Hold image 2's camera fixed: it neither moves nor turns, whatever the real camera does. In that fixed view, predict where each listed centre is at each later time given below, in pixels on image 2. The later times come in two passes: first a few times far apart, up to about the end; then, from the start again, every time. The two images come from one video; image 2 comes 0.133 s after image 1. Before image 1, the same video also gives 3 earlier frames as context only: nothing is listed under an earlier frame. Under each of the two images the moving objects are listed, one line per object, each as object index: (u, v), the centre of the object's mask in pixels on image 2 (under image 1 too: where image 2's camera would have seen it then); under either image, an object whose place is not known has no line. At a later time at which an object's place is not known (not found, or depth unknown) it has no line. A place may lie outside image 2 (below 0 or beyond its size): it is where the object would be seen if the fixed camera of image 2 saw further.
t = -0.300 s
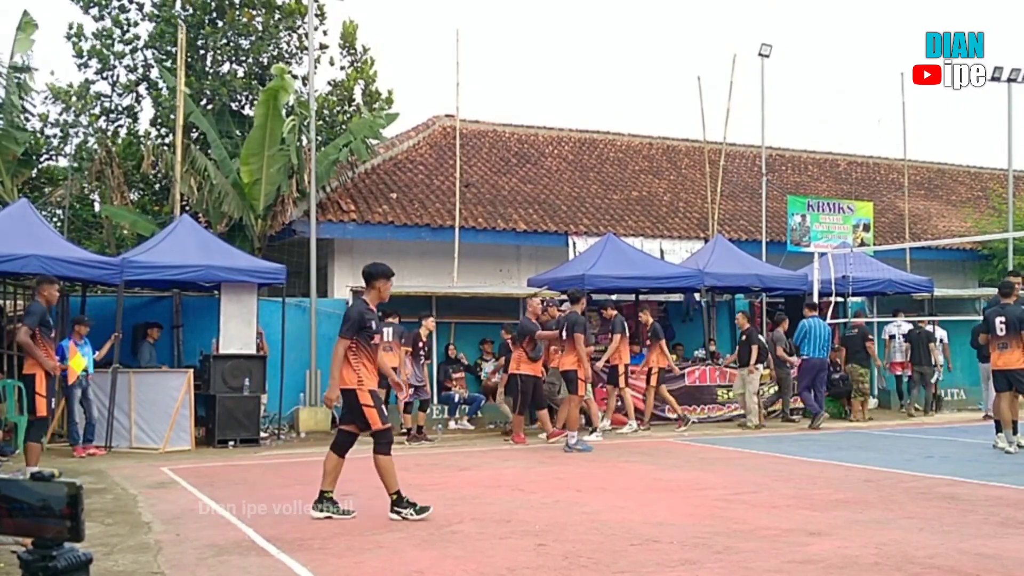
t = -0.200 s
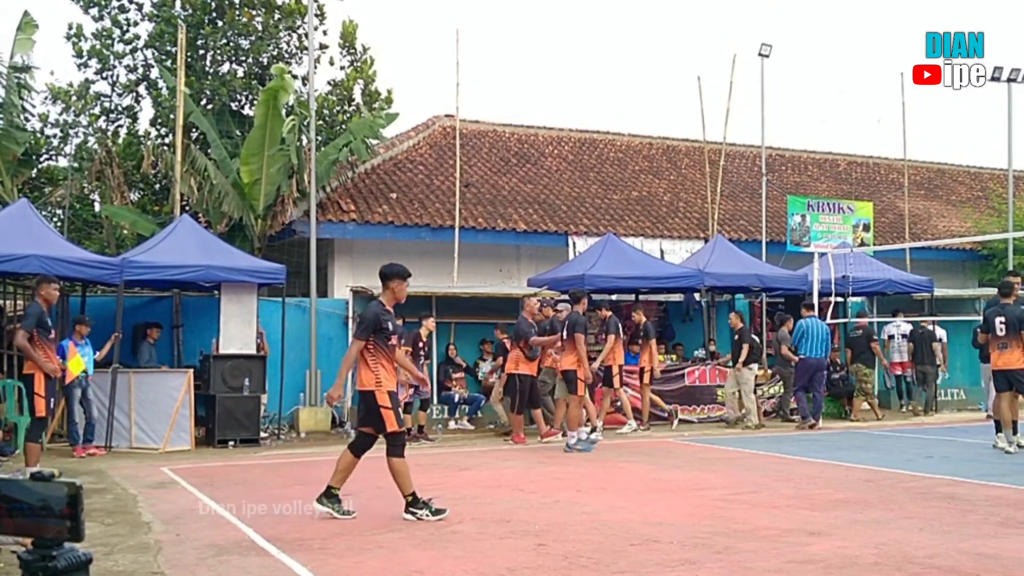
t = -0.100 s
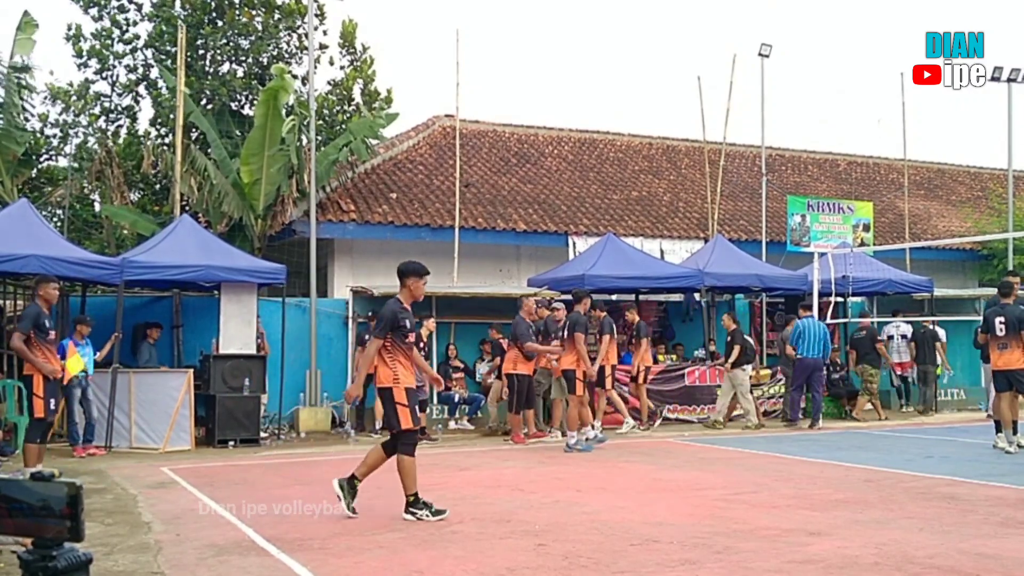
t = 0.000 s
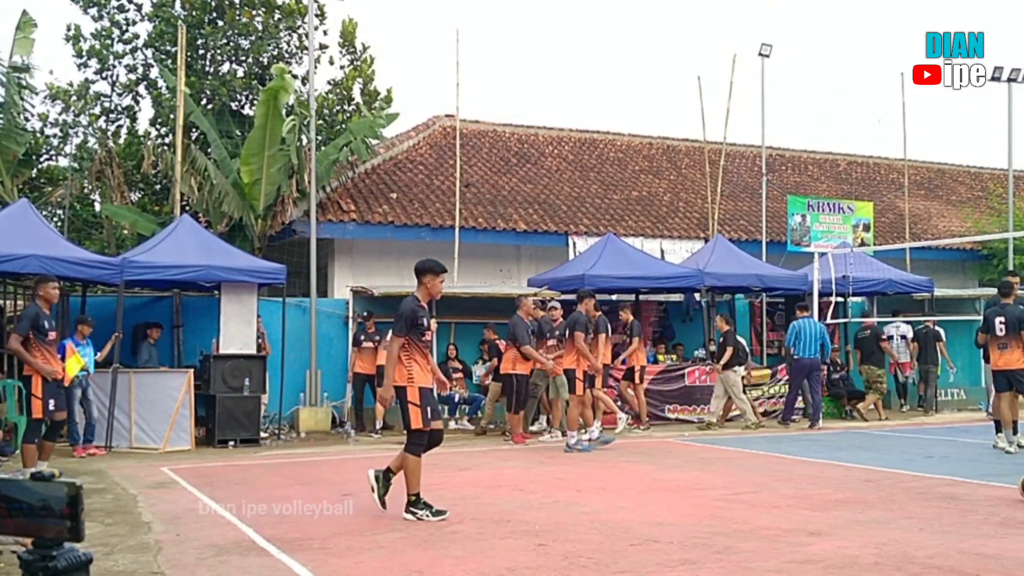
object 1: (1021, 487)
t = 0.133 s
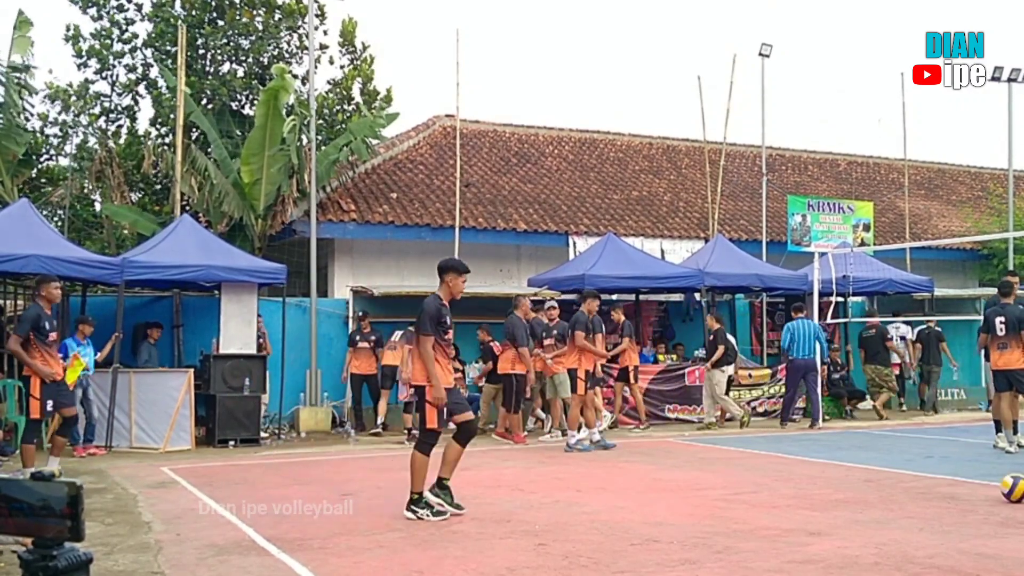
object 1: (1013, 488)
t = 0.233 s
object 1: (1001, 489)
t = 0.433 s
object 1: (974, 489)
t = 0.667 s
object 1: (943, 490)
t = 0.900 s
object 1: (913, 491)
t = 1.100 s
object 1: (887, 492)
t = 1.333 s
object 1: (859, 492)
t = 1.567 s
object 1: (831, 493)
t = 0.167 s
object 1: (1010, 488)
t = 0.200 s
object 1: (1006, 488)
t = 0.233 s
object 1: (1001, 489)
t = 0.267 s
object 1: (997, 488)
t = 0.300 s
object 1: (992, 489)
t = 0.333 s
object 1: (987, 488)
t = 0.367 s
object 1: (983, 489)
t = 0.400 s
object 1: (978, 489)
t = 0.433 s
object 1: (974, 489)
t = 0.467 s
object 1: (969, 489)
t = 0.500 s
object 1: (965, 490)
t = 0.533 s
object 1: (961, 490)
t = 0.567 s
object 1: (956, 490)
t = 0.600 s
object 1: (952, 490)
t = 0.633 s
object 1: (948, 490)
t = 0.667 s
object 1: (943, 490)
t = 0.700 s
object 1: (938, 490)
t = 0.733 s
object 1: (934, 491)
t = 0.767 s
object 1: (930, 490)
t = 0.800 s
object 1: (925, 490)
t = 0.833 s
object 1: (921, 491)
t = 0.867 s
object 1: (917, 491)
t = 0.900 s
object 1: (913, 491)
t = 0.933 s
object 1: (909, 491)
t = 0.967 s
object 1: (904, 491)
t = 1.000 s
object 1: (900, 491)
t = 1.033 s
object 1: (896, 491)
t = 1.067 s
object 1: (891, 491)
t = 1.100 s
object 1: (887, 492)
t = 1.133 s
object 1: (883, 492)
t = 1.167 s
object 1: (879, 492)
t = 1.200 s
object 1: (875, 492)
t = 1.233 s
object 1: (871, 492)
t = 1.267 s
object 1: (867, 492)
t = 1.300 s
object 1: (863, 492)
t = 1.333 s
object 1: (859, 492)
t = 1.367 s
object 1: (855, 492)
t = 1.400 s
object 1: (851, 492)
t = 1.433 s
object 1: (847, 492)
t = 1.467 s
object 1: (843, 493)
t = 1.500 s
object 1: (839, 493)
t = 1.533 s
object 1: (835, 493)
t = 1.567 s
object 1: (831, 493)
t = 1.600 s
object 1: (828, 493)
